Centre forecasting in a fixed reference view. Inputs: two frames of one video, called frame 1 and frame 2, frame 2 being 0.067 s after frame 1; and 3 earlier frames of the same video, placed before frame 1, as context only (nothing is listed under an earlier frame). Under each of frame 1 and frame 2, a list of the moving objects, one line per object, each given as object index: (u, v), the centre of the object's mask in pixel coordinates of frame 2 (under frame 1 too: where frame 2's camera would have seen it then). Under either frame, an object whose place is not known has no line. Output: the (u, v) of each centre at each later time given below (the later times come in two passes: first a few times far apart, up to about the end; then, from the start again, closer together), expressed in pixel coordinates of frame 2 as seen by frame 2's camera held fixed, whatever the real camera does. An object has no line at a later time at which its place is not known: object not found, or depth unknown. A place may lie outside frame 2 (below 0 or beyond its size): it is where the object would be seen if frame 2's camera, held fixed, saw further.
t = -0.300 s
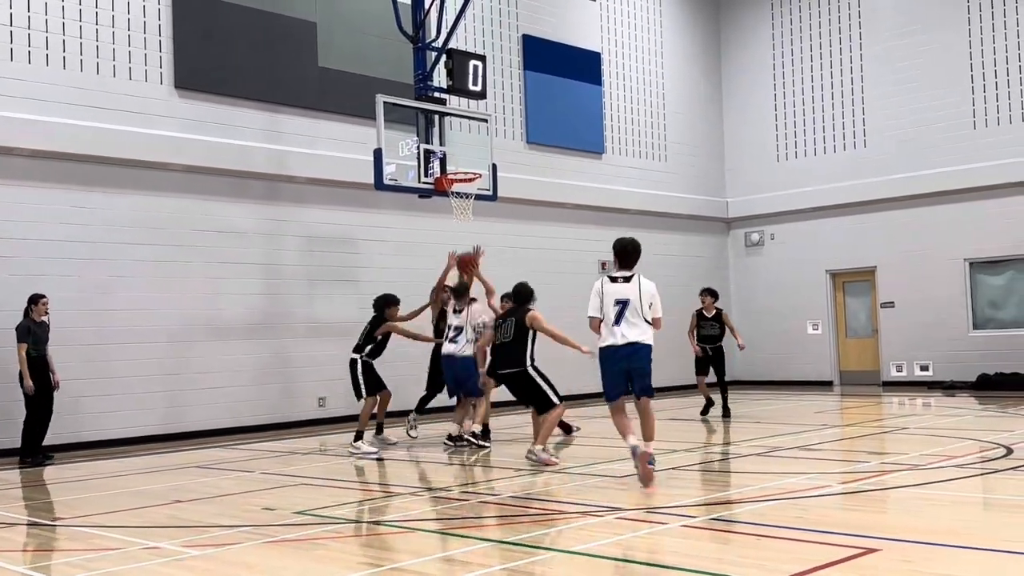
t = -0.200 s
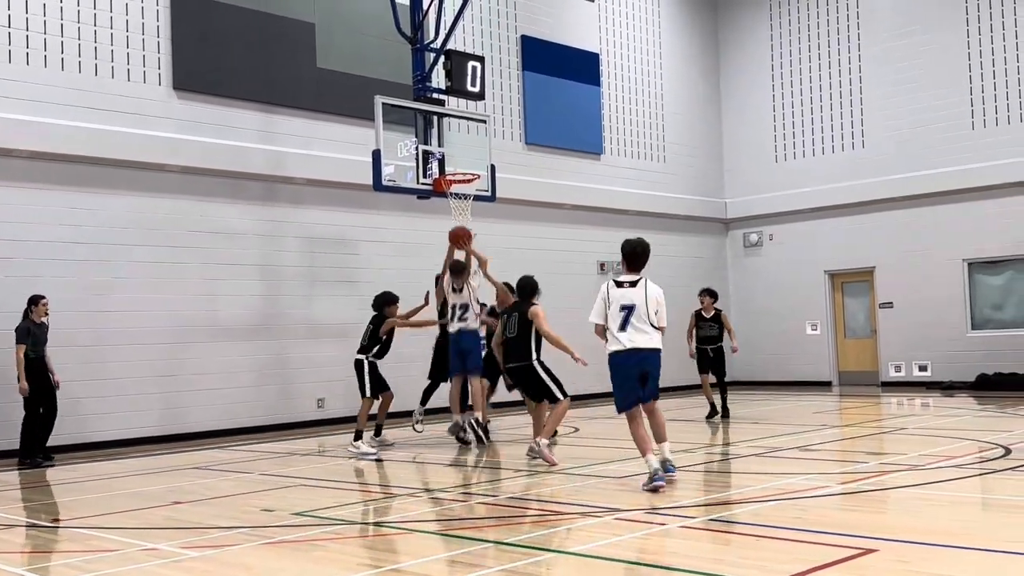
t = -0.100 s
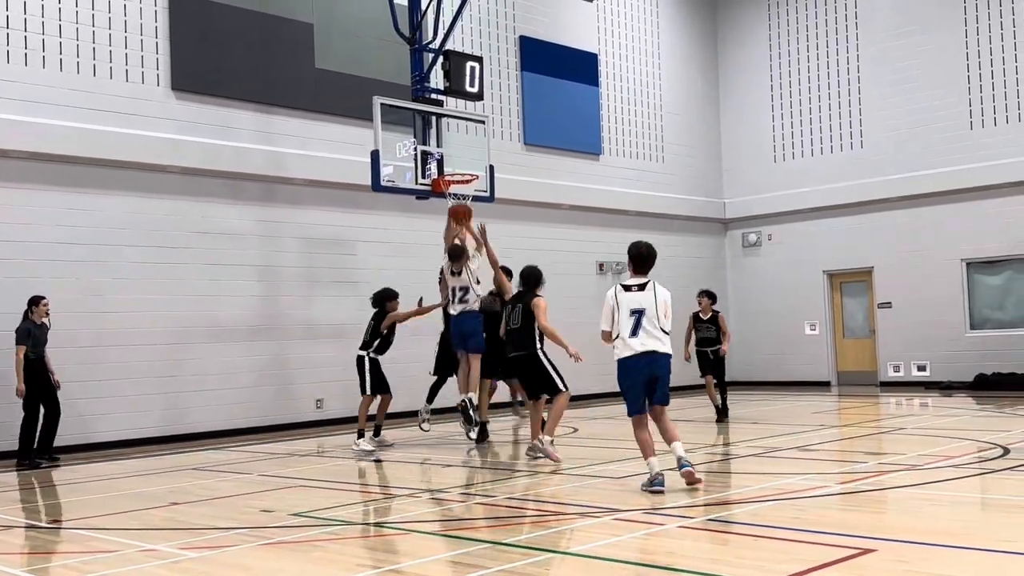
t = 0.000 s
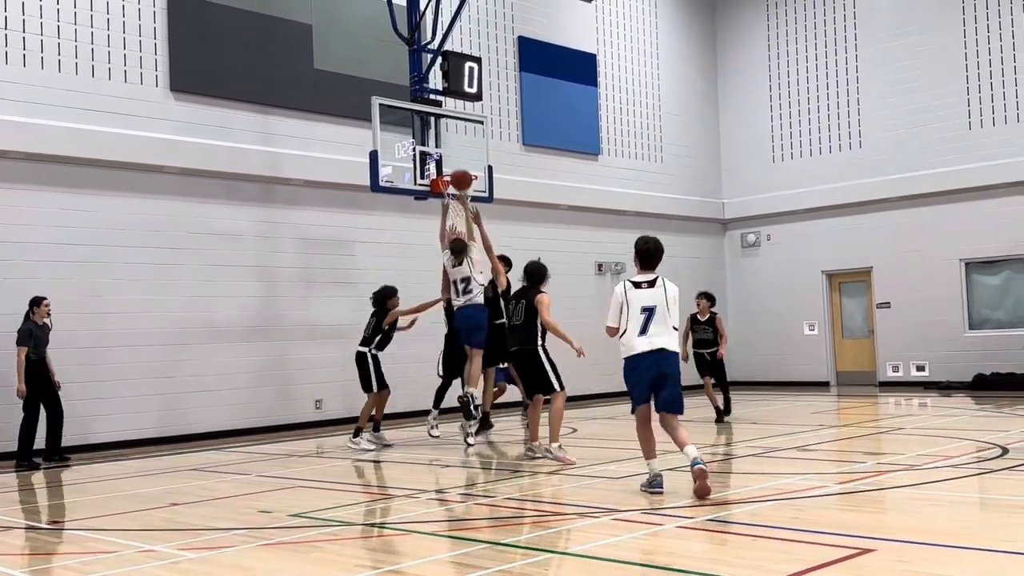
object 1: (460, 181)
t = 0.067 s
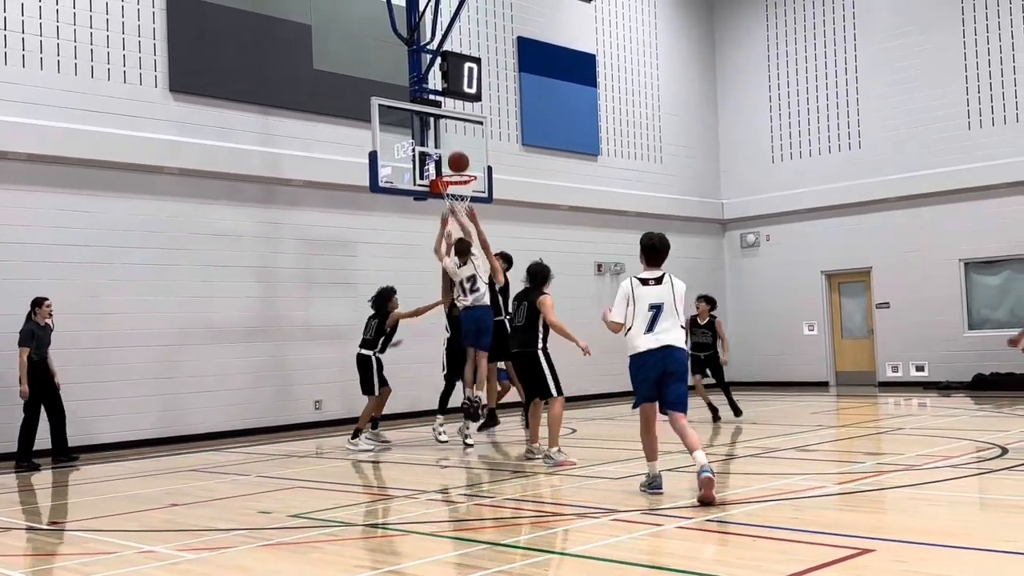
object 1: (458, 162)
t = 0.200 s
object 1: (454, 140)
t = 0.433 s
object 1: (449, 139)
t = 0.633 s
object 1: (447, 172)
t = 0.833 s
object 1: (486, 157)
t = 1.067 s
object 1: (535, 179)
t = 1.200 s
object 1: (563, 211)
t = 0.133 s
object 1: (456, 149)
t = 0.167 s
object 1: (455, 144)
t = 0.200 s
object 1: (454, 140)
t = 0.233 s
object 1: (453, 137)
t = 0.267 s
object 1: (452, 135)
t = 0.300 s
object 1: (452, 134)
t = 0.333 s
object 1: (451, 134)
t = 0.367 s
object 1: (450, 135)
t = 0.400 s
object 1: (450, 137)
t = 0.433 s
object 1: (449, 139)
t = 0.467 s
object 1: (449, 143)
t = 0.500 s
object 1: (449, 147)
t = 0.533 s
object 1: (448, 153)
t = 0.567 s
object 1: (448, 159)
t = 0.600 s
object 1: (448, 166)
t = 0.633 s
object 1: (447, 172)
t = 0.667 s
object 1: (454, 168)
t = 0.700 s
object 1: (460, 165)
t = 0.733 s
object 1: (466, 162)
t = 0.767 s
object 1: (473, 159)
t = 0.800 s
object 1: (480, 158)
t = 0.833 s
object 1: (486, 157)
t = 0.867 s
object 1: (493, 157)
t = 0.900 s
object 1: (500, 159)
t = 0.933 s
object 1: (507, 161)
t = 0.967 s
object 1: (514, 164)
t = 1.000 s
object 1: (520, 168)
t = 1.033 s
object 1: (528, 173)
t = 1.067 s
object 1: (535, 179)
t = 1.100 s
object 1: (542, 185)
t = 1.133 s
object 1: (549, 193)
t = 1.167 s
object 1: (556, 201)
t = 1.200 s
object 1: (563, 211)
